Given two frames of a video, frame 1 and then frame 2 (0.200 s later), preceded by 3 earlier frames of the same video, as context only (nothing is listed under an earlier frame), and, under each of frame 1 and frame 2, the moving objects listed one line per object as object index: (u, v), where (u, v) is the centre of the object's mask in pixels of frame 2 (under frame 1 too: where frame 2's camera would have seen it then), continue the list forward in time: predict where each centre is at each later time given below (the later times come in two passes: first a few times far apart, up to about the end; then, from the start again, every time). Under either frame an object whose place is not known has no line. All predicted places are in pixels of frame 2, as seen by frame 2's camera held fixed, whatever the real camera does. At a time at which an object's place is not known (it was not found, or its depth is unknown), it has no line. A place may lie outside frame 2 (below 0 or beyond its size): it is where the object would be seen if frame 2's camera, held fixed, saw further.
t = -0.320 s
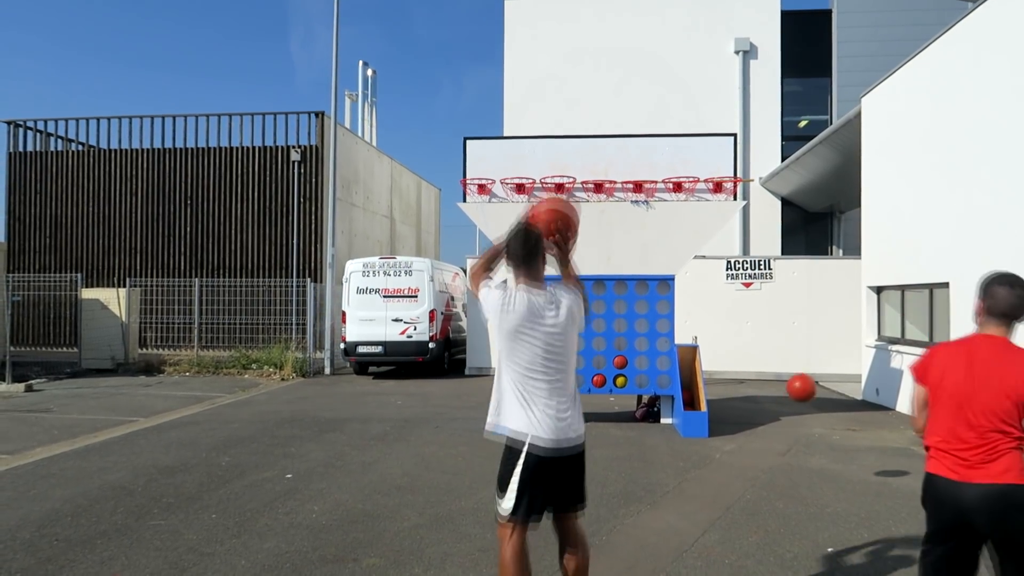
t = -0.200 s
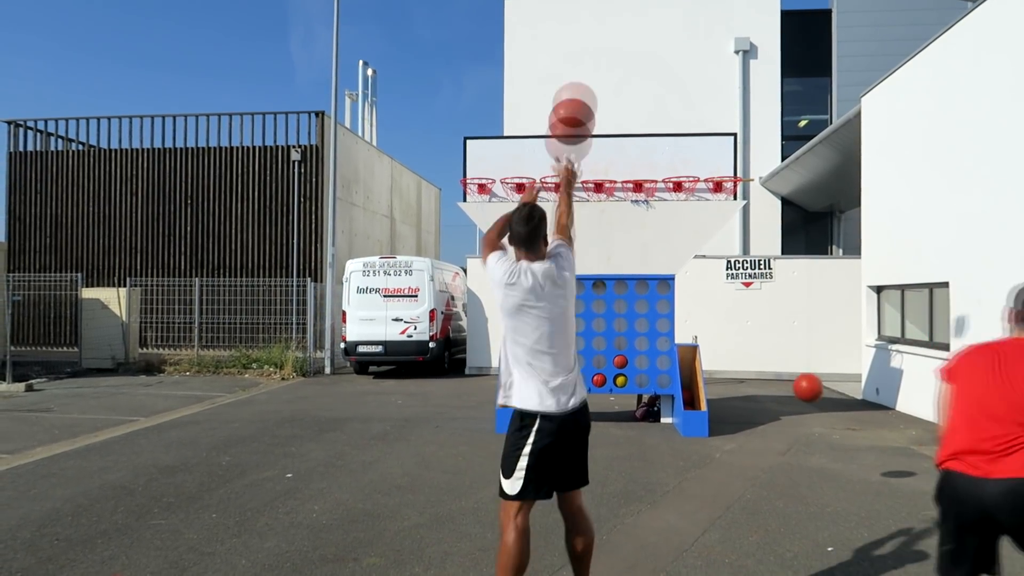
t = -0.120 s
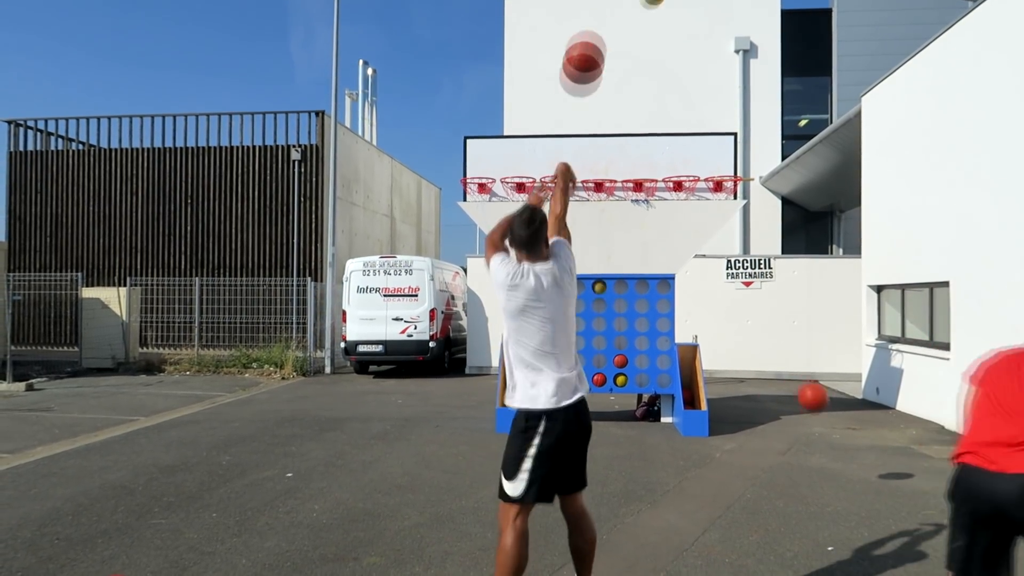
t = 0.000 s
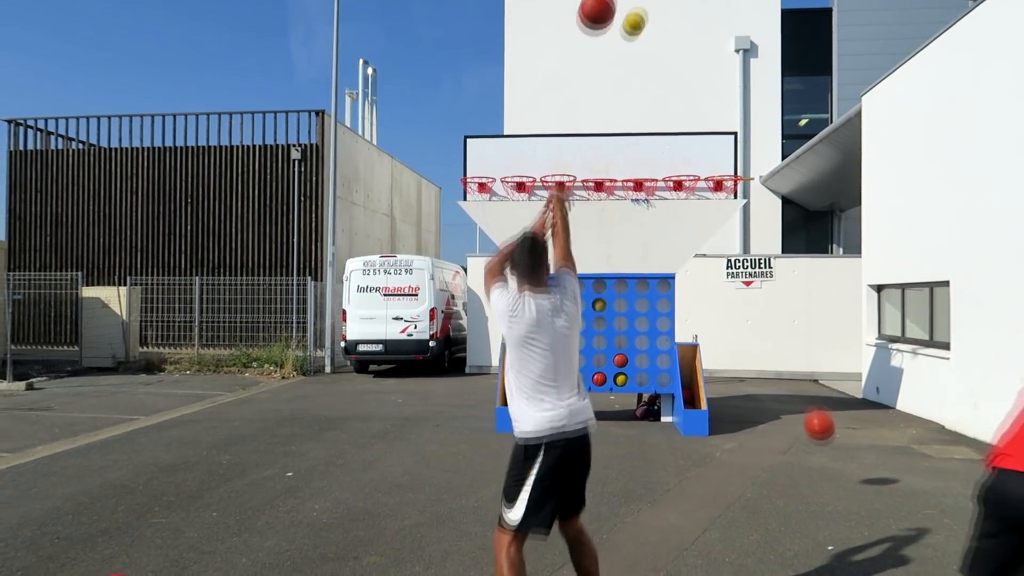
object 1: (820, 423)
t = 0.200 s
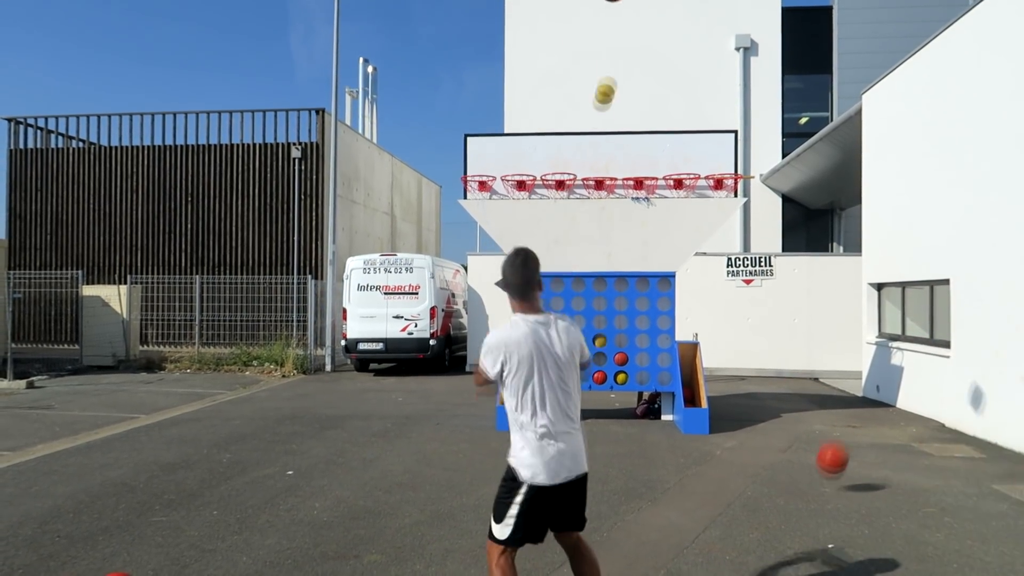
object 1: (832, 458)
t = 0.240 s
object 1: (836, 446)
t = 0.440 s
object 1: (853, 415)
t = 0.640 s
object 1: (869, 431)
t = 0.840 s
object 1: (887, 483)
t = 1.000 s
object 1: (900, 446)
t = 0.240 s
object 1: (836, 446)
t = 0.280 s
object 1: (839, 436)
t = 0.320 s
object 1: (842, 428)
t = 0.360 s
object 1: (846, 422)
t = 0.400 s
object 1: (849, 418)
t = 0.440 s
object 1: (853, 415)
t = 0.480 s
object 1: (856, 415)
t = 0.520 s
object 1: (859, 416)
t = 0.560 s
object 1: (862, 419)
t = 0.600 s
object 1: (866, 424)
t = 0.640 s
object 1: (869, 431)
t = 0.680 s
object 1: (874, 441)
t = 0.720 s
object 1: (876, 452)
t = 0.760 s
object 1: (880, 466)
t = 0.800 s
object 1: (883, 480)
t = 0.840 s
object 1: (887, 483)
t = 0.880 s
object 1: (891, 471)
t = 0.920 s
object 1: (894, 461)
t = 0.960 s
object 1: (898, 453)
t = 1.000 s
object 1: (900, 446)
